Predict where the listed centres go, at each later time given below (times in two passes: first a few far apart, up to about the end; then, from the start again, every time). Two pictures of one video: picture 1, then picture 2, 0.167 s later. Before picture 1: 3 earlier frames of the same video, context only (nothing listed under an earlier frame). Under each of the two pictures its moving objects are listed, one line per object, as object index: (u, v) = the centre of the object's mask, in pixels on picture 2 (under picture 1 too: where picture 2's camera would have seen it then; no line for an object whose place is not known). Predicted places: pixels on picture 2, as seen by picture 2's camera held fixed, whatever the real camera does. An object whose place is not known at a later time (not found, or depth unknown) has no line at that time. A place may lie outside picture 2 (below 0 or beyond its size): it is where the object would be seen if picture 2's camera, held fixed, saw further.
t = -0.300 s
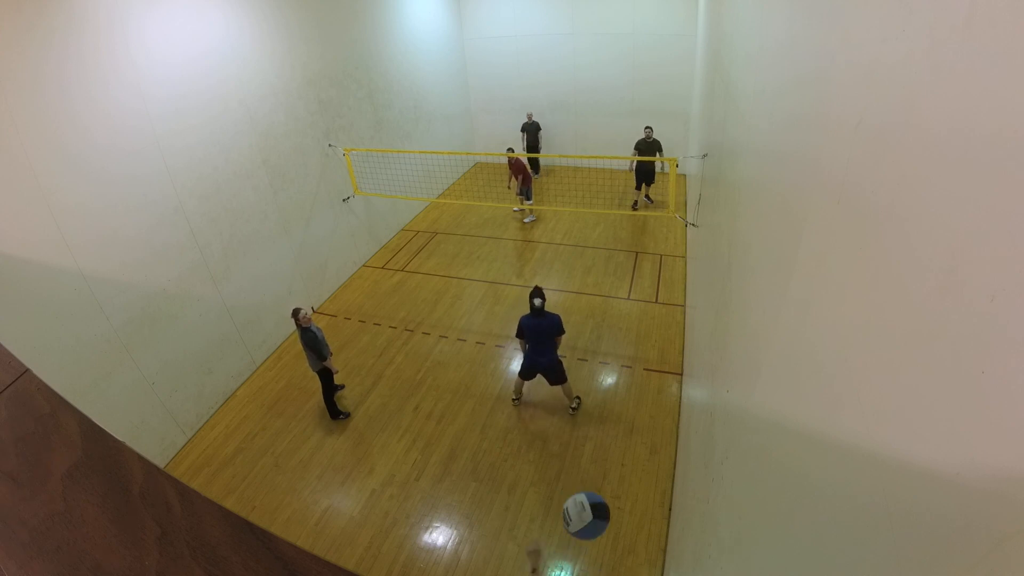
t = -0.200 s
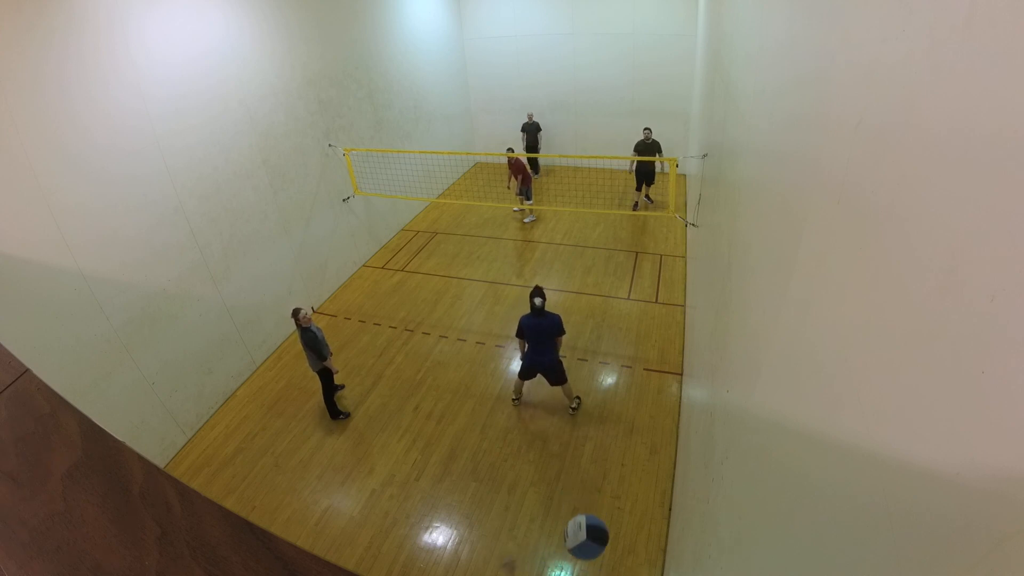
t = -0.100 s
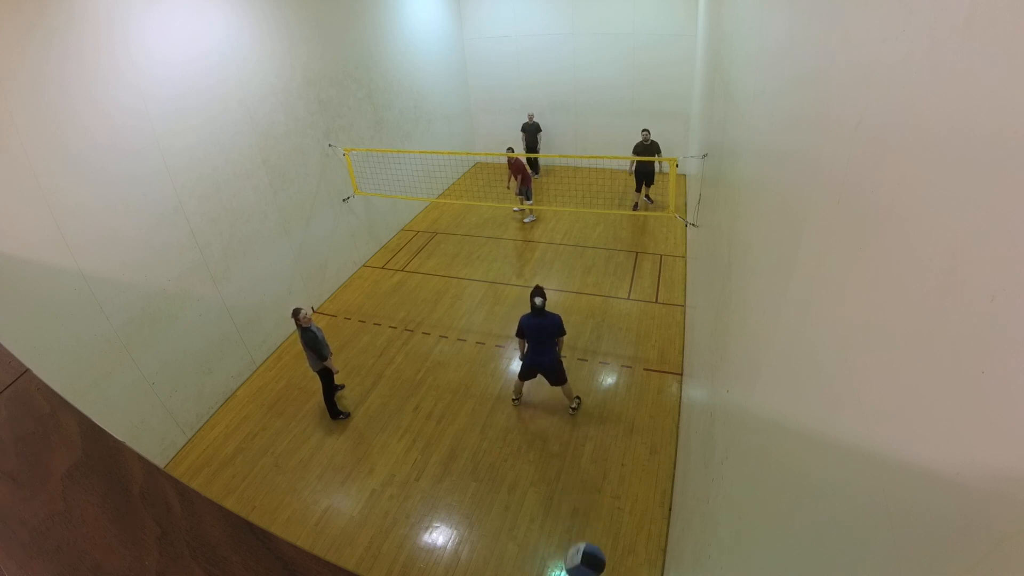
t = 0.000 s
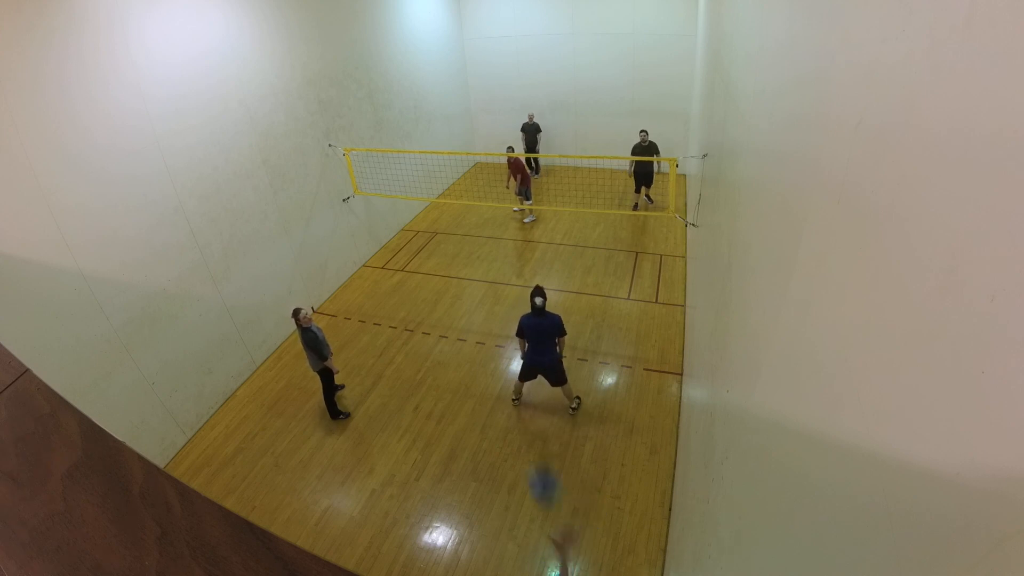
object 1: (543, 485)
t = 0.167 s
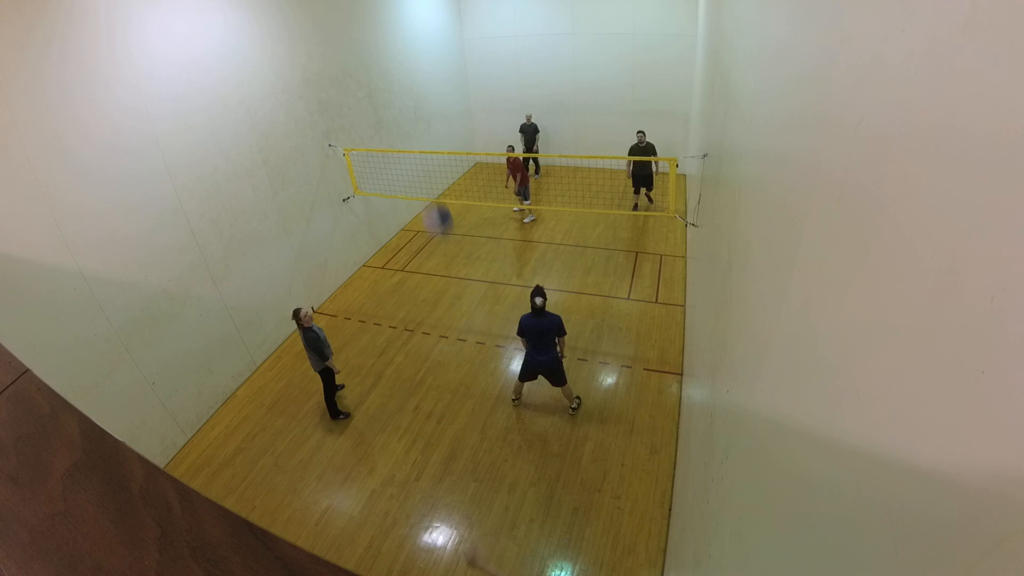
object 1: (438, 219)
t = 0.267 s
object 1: (403, 133)
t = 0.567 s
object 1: (362, 50)
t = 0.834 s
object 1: (356, 62)
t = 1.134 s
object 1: (423, 91)
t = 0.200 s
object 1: (424, 186)
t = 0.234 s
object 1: (413, 157)
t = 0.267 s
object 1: (403, 133)
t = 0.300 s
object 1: (394, 113)
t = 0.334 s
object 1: (387, 97)
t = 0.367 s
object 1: (382, 84)
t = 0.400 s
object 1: (376, 74)
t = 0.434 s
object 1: (373, 66)
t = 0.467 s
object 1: (369, 60)
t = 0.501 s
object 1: (367, 55)
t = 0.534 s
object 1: (364, 52)
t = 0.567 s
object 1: (362, 50)
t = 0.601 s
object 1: (361, 49)
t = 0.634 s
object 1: (359, 48)
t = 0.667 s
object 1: (358, 49)
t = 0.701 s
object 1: (357, 51)
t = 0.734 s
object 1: (356, 53)
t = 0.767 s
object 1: (356, 55)
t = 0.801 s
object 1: (356, 58)
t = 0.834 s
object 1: (356, 62)
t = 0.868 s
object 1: (356, 66)
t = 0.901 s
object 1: (356, 70)
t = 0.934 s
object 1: (359, 73)
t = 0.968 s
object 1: (370, 75)
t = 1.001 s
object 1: (382, 77)
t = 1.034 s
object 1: (392, 80)
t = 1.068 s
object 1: (403, 83)
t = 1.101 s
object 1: (413, 87)
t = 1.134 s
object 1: (423, 91)
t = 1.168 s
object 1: (434, 96)
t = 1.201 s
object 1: (443, 102)
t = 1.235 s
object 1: (453, 107)
